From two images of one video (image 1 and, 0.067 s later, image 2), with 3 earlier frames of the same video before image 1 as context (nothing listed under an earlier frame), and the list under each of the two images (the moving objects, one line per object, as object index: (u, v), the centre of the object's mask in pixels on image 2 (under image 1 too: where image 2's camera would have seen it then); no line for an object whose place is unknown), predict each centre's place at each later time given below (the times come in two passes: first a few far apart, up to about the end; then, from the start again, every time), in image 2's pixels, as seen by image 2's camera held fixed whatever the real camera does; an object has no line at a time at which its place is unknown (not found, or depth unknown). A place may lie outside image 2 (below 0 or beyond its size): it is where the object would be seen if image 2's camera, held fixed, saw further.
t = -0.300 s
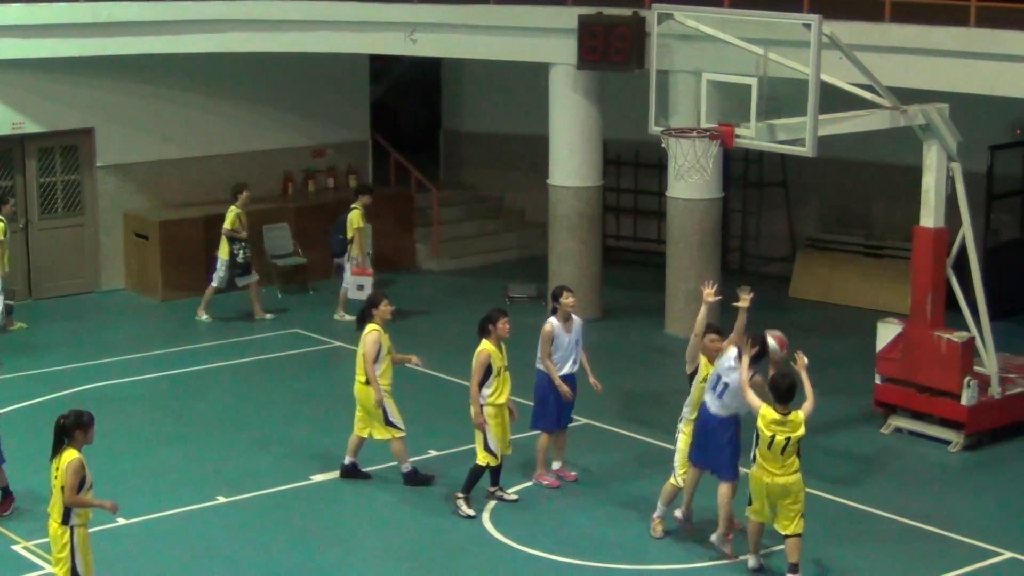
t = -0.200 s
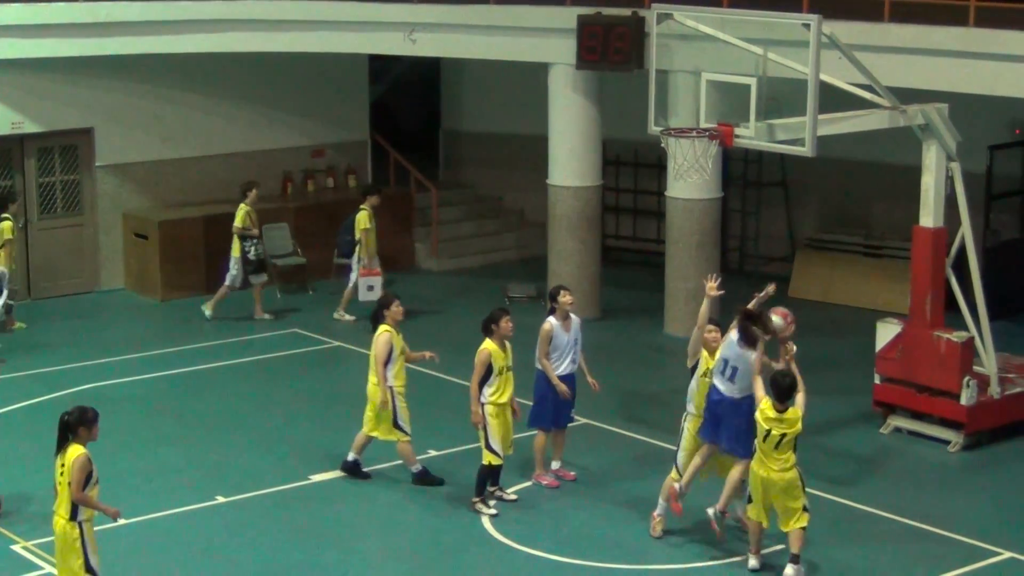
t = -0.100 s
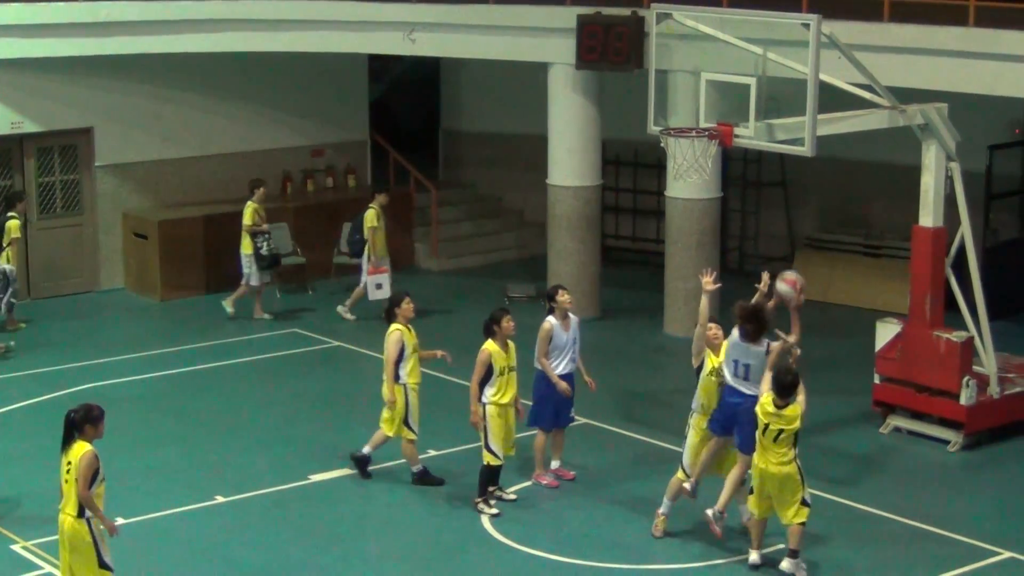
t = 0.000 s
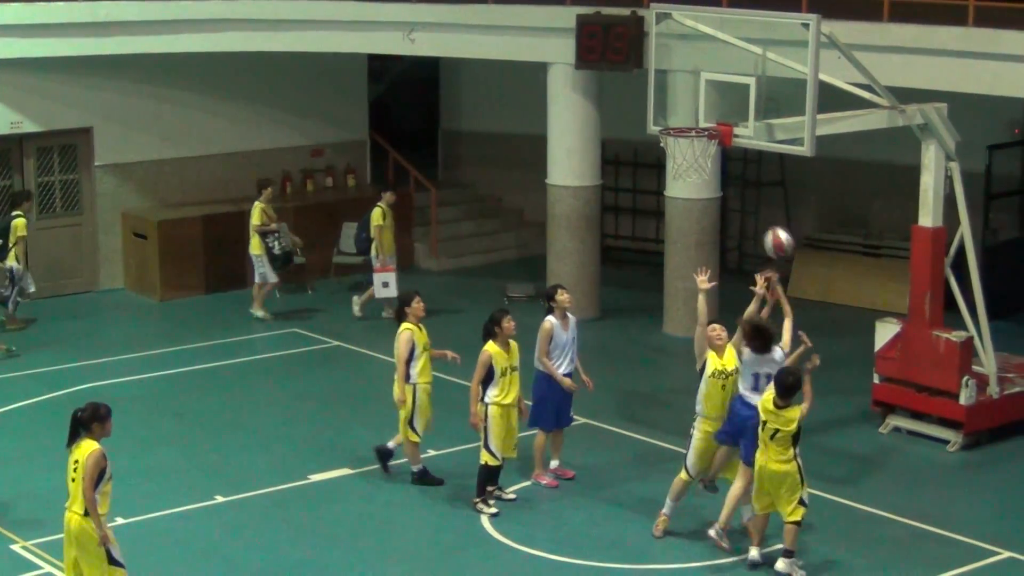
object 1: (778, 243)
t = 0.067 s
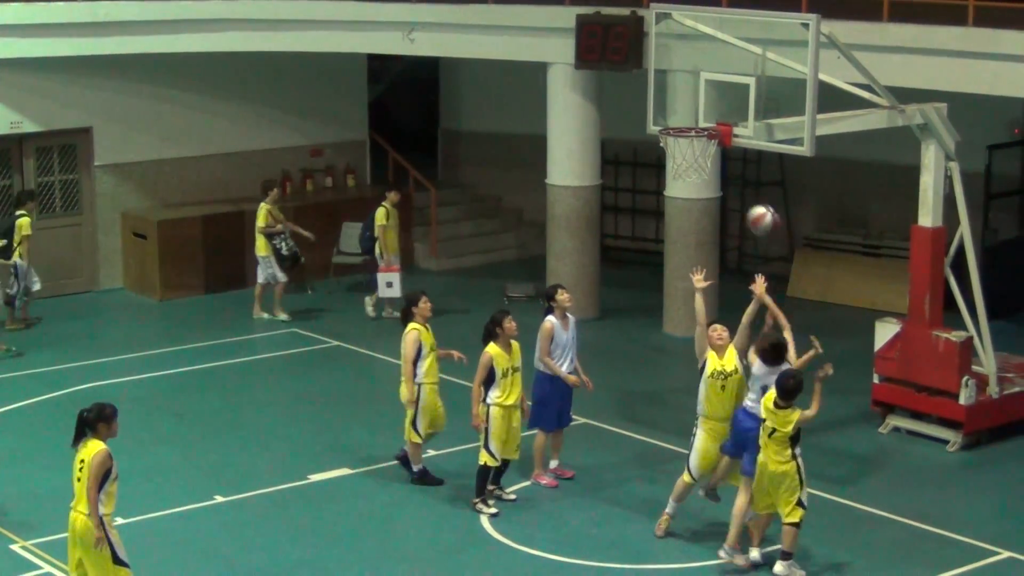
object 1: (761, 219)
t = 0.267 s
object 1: (716, 186)
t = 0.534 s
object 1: (652, 218)
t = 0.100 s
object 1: (754, 209)
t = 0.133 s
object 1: (746, 202)
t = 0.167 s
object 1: (739, 196)
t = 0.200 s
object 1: (731, 192)
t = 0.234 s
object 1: (723, 187)
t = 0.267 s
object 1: (716, 186)
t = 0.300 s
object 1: (707, 186)
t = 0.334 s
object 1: (698, 187)
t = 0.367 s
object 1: (692, 189)
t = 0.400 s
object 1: (684, 193)
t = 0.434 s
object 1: (675, 198)
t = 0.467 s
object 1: (667, 204)
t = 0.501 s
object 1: (660, 211)
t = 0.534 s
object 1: (652, 218)
